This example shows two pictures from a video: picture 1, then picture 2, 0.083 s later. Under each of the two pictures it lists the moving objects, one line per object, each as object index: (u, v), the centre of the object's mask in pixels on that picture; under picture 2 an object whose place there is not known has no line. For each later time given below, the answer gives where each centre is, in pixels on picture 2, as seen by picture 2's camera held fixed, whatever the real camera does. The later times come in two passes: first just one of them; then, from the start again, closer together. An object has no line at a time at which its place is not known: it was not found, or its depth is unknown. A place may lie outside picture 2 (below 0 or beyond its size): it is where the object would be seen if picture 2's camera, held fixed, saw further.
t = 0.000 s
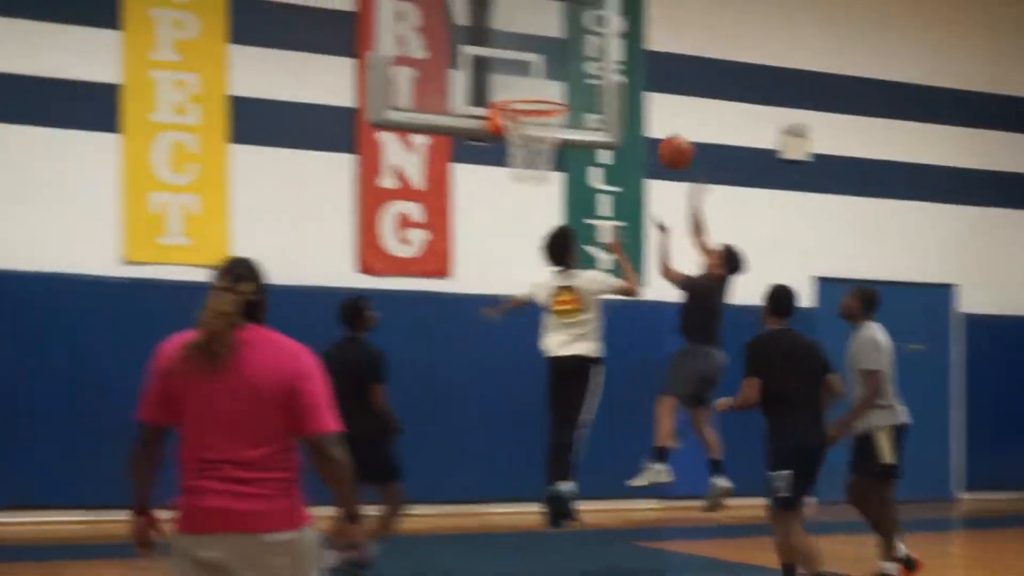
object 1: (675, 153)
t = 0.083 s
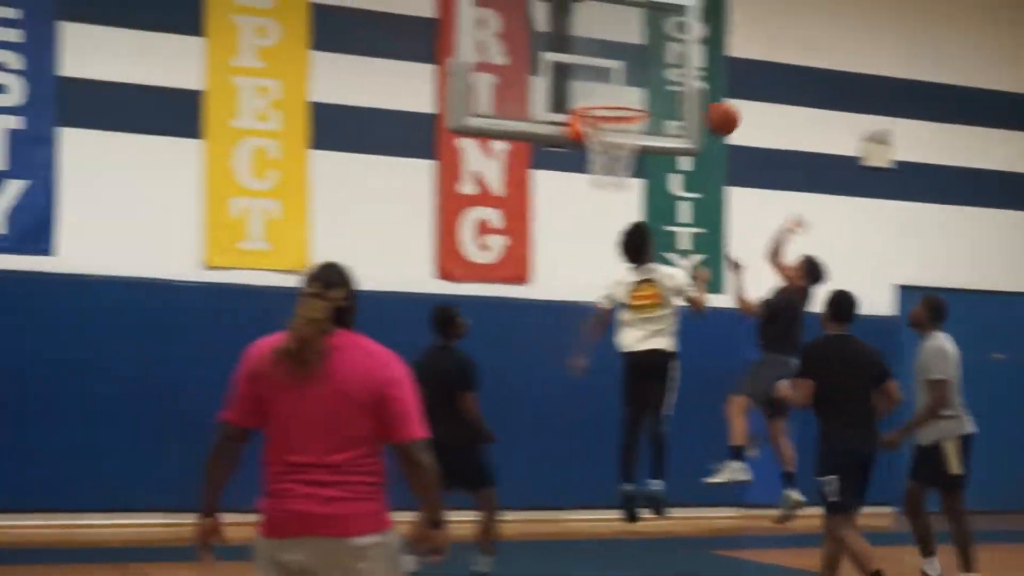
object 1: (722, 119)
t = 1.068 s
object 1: (579, 87)
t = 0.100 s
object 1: (715, 111)
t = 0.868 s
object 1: (606, 89)
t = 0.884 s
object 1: (602, 89)
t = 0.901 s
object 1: (599, 88)
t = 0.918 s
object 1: (596, 88)
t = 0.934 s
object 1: (592, 89)
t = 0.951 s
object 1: (589, 90)
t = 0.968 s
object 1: (586, 91)
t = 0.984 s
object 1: (582, 93)
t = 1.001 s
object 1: (582, 92)
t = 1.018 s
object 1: (581, 91)
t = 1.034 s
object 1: (580, 90)
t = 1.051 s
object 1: (580, 88)
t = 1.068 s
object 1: (579, 87)
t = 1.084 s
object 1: (579, 86)
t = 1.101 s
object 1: (578, 86)
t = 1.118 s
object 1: (578, 86)
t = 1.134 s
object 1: (577, 86)
